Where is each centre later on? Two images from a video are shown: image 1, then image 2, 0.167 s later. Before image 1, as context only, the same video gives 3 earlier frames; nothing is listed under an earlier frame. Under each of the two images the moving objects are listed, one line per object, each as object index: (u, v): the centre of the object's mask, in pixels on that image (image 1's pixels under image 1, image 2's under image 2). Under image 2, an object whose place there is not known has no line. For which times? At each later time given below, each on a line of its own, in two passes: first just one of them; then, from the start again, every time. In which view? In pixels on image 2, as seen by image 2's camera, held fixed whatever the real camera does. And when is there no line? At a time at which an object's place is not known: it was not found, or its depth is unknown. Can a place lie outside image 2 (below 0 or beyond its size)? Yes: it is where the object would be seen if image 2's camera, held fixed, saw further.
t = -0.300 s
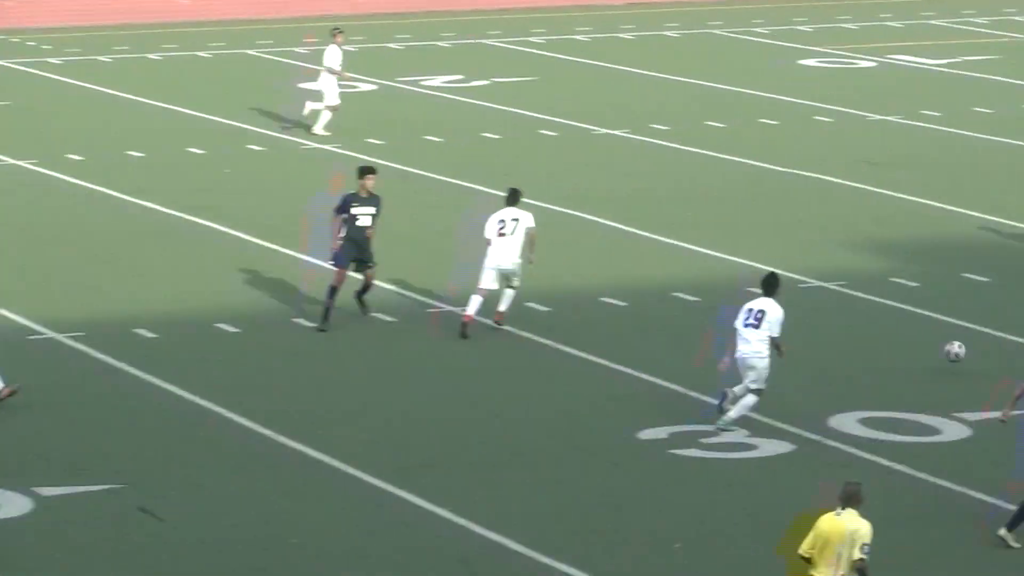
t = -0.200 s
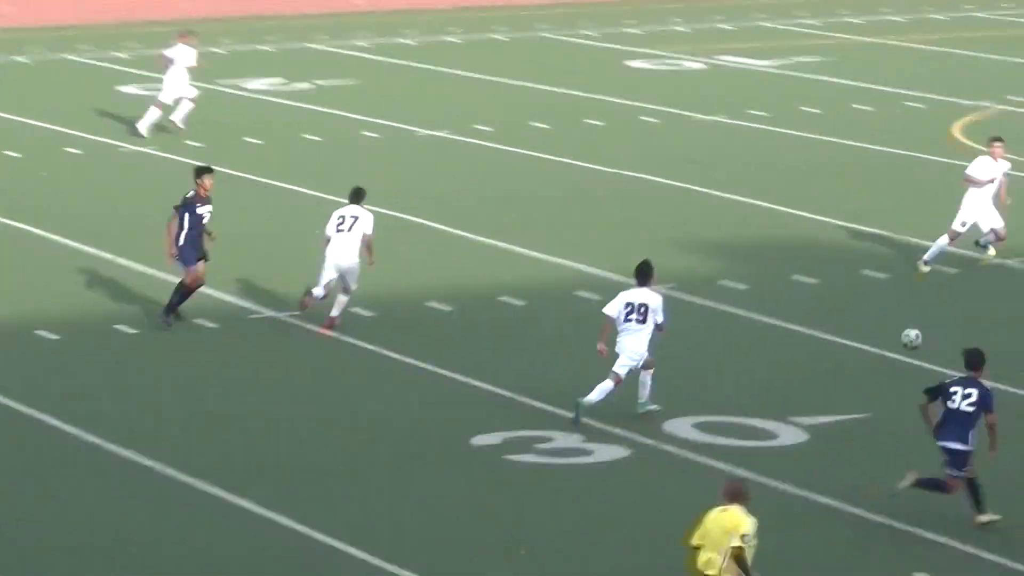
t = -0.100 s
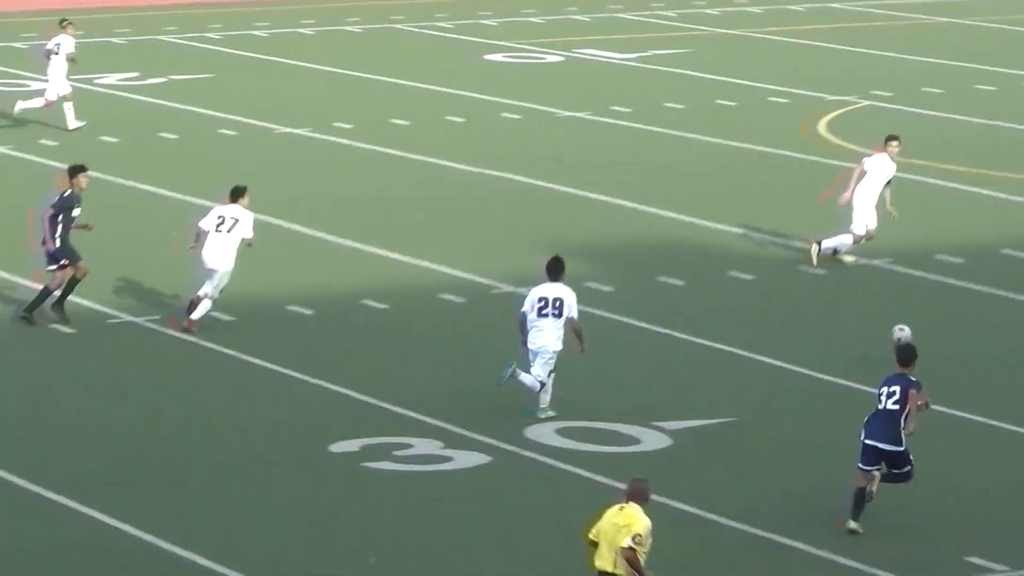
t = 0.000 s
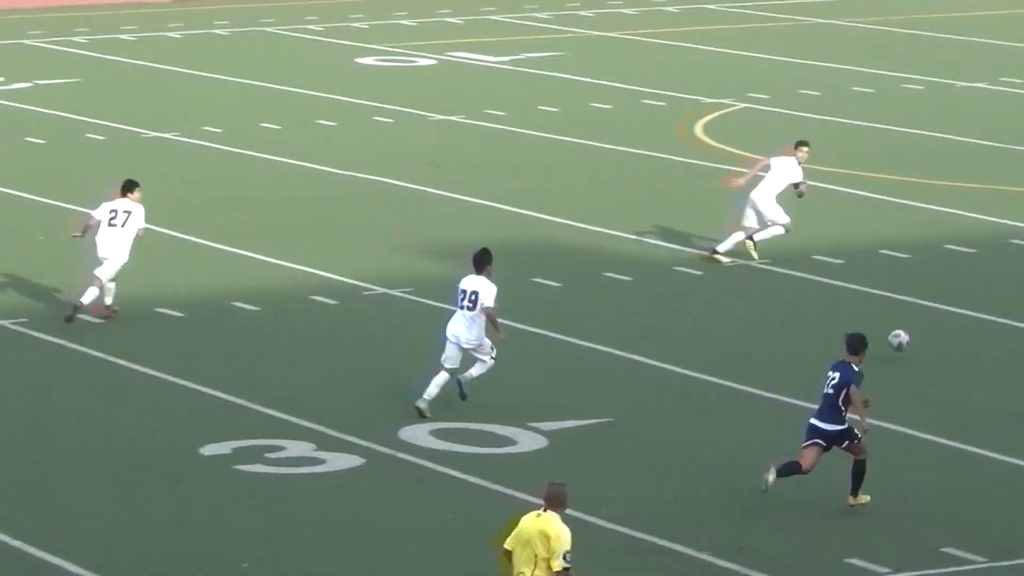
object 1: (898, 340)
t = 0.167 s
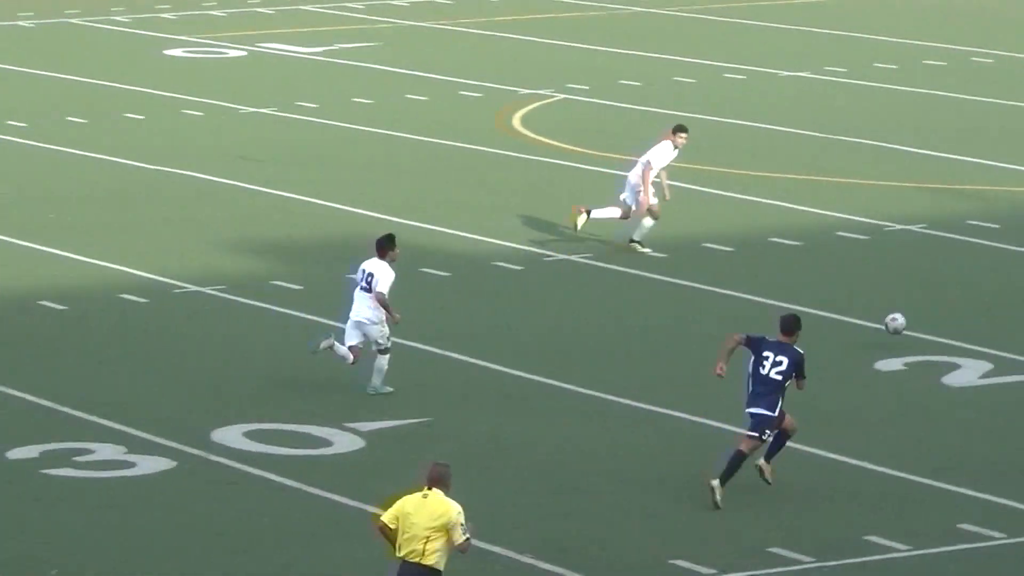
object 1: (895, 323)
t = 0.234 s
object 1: (956, 315)
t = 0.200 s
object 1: (925, 318)
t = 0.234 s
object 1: (956, 315)
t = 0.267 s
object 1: (985, 312)
